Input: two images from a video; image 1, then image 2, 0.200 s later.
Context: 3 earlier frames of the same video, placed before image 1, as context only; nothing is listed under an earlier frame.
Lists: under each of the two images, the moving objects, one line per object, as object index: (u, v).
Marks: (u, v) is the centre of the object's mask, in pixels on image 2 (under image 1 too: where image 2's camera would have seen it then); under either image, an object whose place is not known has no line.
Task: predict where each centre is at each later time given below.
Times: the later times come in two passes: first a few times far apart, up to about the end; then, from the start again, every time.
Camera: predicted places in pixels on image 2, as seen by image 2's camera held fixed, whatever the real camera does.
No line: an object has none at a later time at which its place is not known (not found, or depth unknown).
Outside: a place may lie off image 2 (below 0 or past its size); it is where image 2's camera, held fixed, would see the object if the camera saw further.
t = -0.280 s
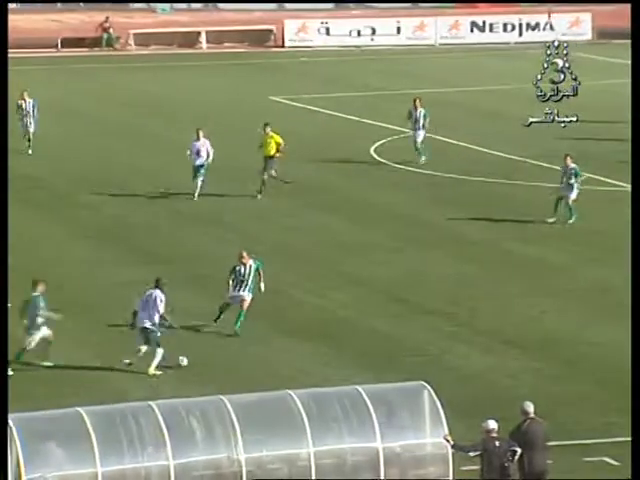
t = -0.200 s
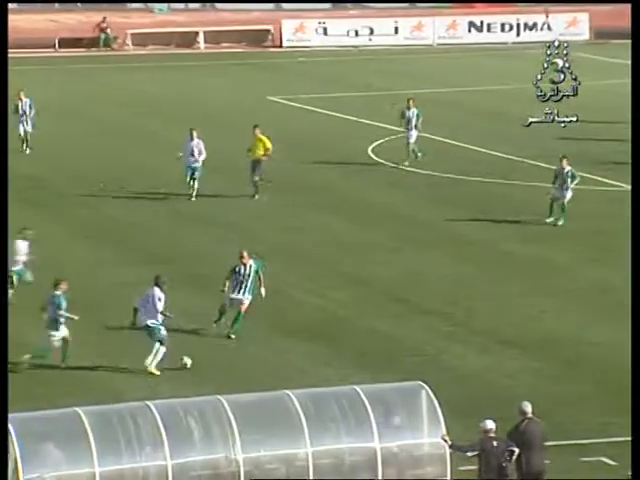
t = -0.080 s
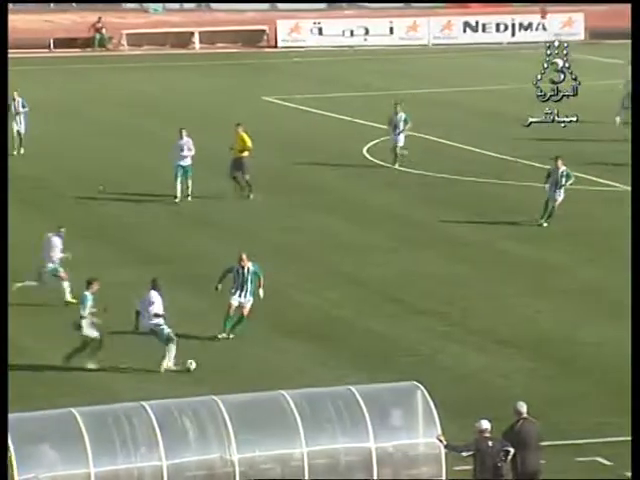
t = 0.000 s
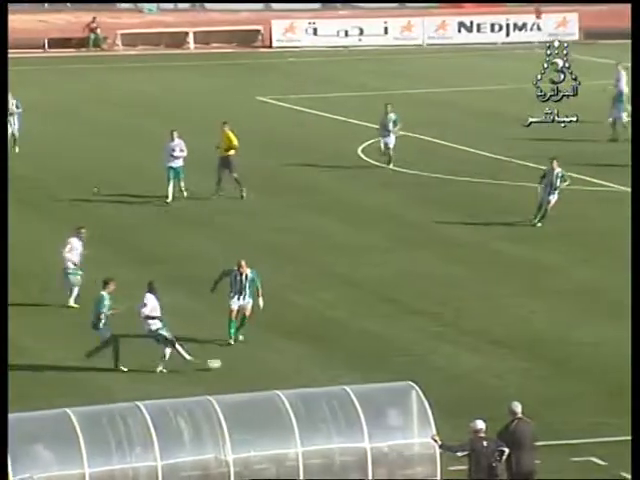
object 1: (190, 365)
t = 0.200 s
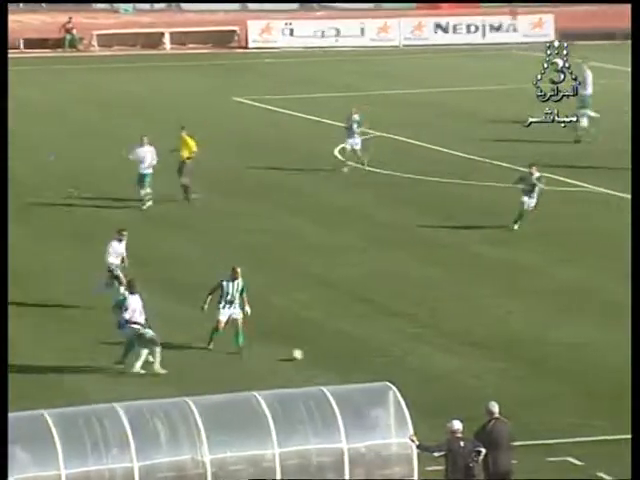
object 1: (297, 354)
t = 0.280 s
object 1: (334, 351)
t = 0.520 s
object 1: (434, 343)
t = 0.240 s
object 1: (316, 352)
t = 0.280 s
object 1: (334, 351)
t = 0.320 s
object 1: (352, 349)
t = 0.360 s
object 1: (370, 348)
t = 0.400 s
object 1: (386, 347)
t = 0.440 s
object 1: (403, 345)
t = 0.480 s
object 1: (419, 345)
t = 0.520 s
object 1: (434, 343)
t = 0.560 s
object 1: (449, 342)
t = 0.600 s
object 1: (463, 341)
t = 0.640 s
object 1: (477, 340)
